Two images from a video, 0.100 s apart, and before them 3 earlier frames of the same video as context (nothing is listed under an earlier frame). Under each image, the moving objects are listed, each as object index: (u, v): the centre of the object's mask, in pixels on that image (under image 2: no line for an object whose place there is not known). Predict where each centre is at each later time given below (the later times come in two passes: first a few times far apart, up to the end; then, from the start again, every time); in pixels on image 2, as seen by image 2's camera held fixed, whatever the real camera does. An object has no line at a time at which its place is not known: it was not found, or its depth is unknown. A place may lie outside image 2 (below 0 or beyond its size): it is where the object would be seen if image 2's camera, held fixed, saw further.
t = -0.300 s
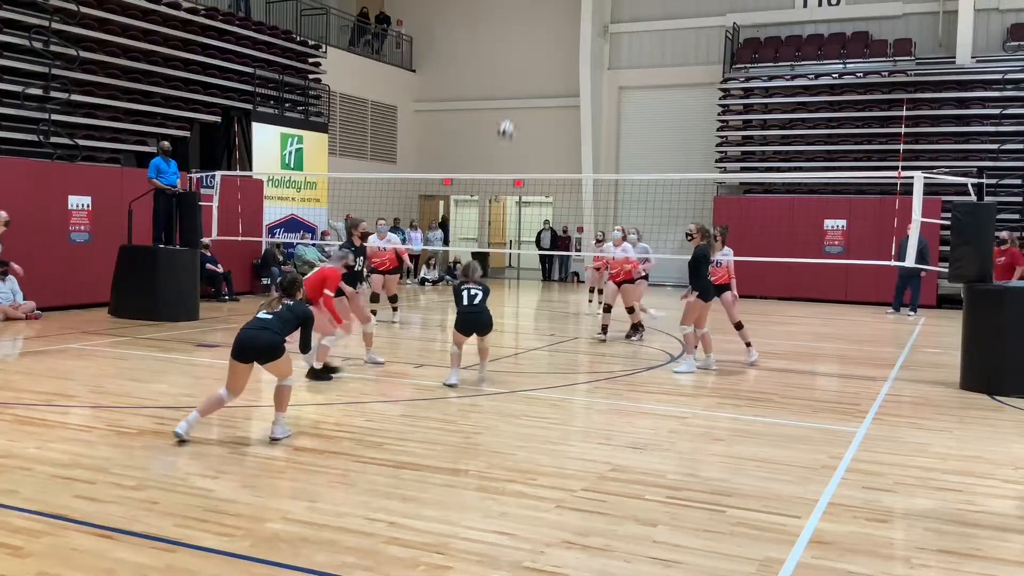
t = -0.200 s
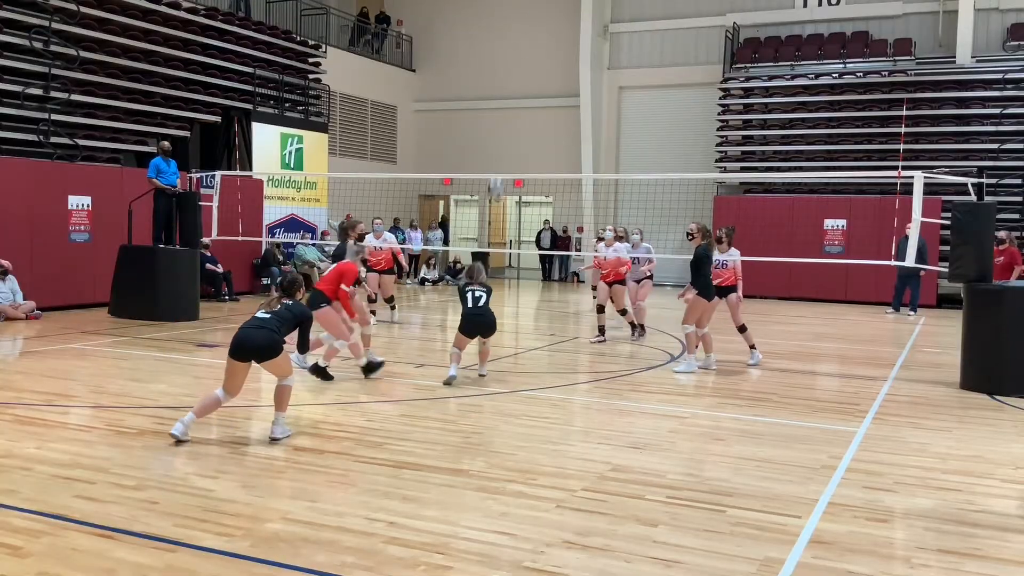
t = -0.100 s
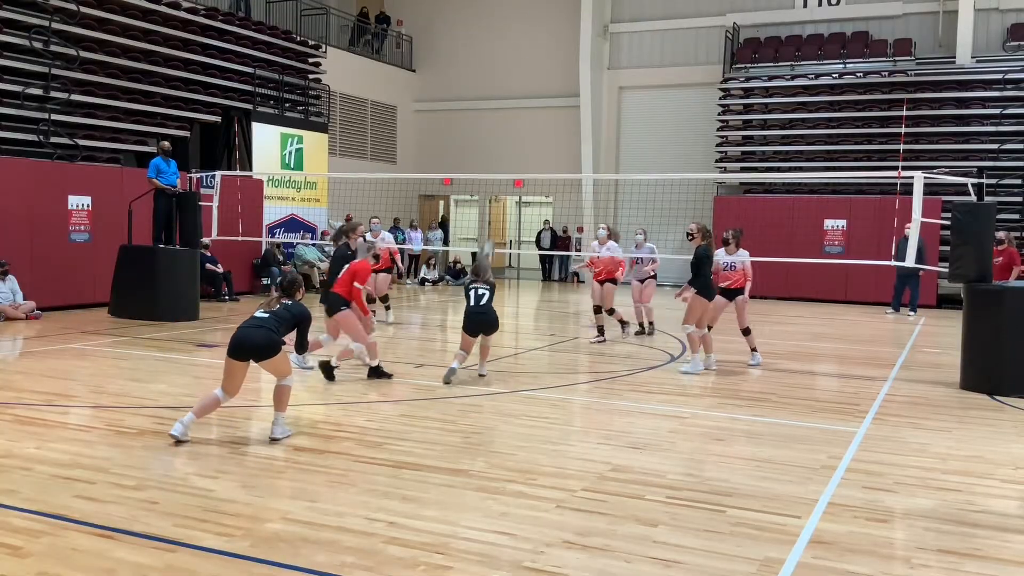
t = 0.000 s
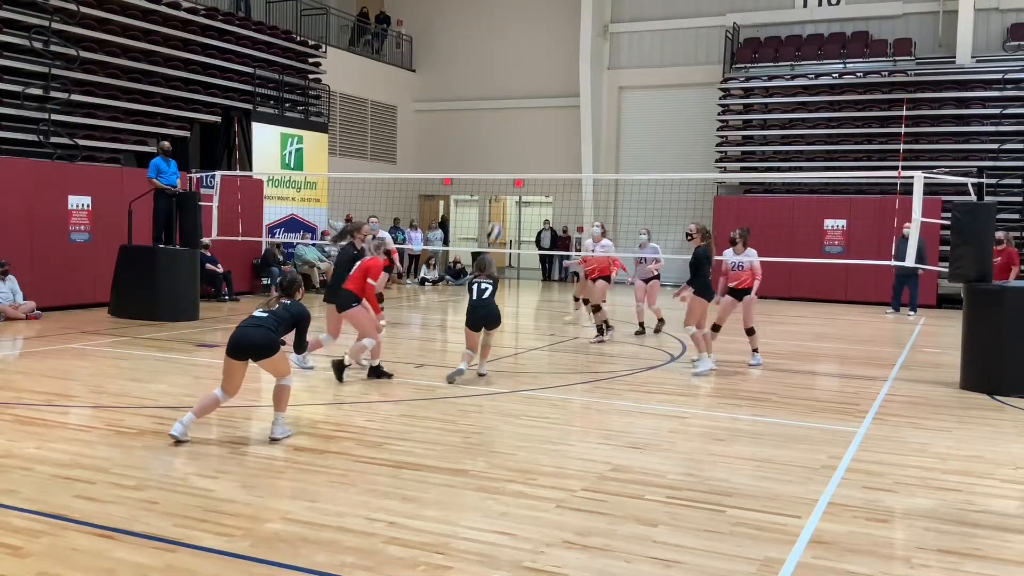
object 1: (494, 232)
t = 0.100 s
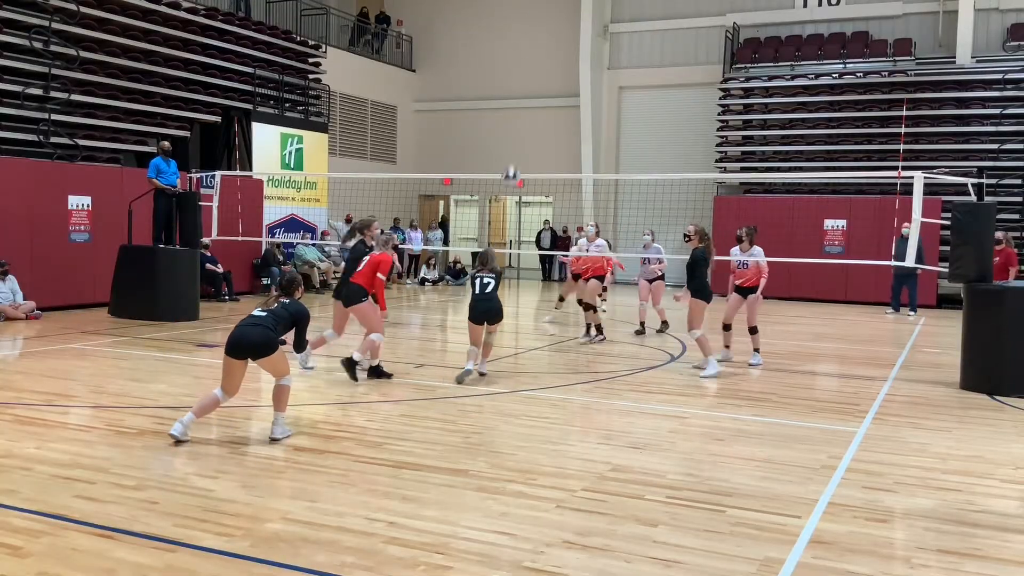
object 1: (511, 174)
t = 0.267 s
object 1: (538, 103)
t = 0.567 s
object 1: (583, 35)
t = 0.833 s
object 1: (620, 43)
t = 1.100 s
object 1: (655, 114)
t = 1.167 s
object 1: (663, 143)
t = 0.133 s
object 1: (515, 159)
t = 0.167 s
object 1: (521, 144)
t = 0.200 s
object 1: (526, 130)
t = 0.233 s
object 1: (532, 117)
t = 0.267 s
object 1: (538, 103)
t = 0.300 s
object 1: (542, 91)
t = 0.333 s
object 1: (548, 81)
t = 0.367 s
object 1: (553, 72)
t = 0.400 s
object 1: (558, 63)
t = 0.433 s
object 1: (563, 54)
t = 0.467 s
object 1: (568, 49)
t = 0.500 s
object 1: (573, 43)
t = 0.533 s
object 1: (578, 39)
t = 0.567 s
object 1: (583, 35)
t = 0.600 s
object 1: (588, 32)
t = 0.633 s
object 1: (593, 31)
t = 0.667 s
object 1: (598, 30)
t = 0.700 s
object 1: (602, 31)
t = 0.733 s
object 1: (608, 32)
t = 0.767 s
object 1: (612, 34)
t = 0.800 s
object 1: (617, 38)
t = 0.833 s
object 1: (620, 43)
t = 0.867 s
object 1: (625, 49)
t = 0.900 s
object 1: (630, 55)
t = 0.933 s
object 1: (635, 62)
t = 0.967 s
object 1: (639, 69)
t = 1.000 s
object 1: (642, 80)
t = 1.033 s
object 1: (647, 91)
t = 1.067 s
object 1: (651, 101)
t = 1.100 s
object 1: (655, 114)
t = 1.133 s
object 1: (659, 128)
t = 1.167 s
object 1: (663, 143)
